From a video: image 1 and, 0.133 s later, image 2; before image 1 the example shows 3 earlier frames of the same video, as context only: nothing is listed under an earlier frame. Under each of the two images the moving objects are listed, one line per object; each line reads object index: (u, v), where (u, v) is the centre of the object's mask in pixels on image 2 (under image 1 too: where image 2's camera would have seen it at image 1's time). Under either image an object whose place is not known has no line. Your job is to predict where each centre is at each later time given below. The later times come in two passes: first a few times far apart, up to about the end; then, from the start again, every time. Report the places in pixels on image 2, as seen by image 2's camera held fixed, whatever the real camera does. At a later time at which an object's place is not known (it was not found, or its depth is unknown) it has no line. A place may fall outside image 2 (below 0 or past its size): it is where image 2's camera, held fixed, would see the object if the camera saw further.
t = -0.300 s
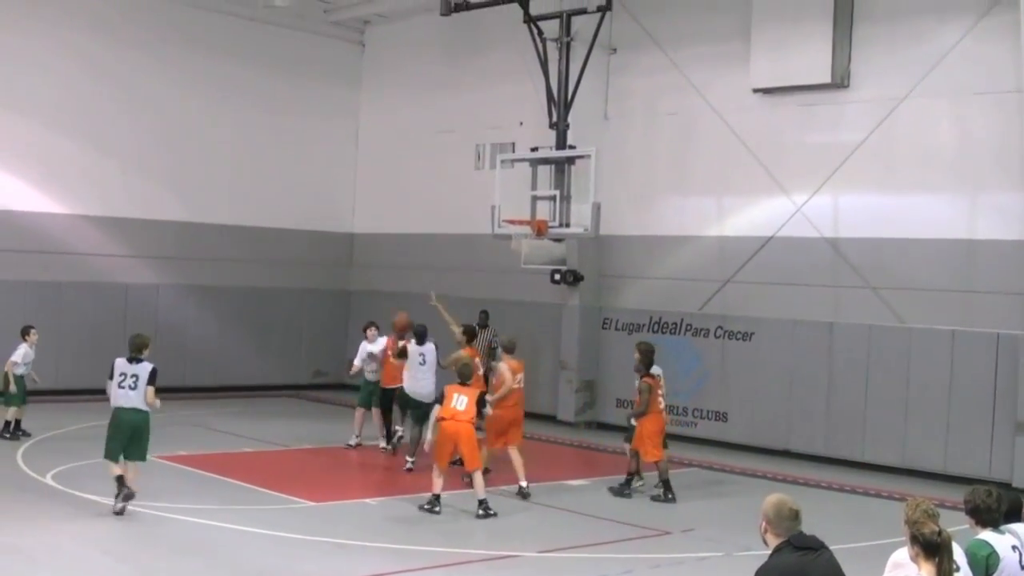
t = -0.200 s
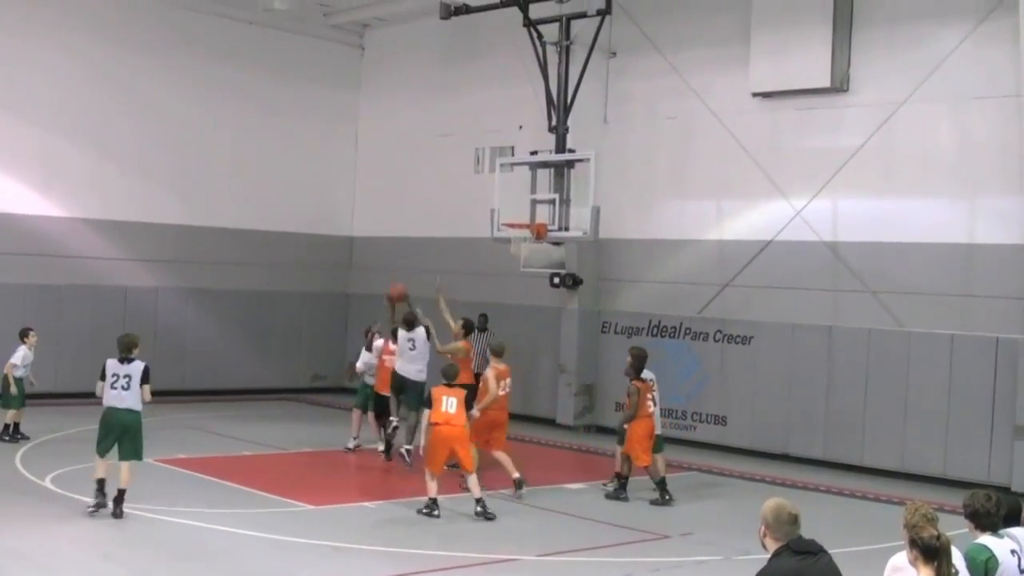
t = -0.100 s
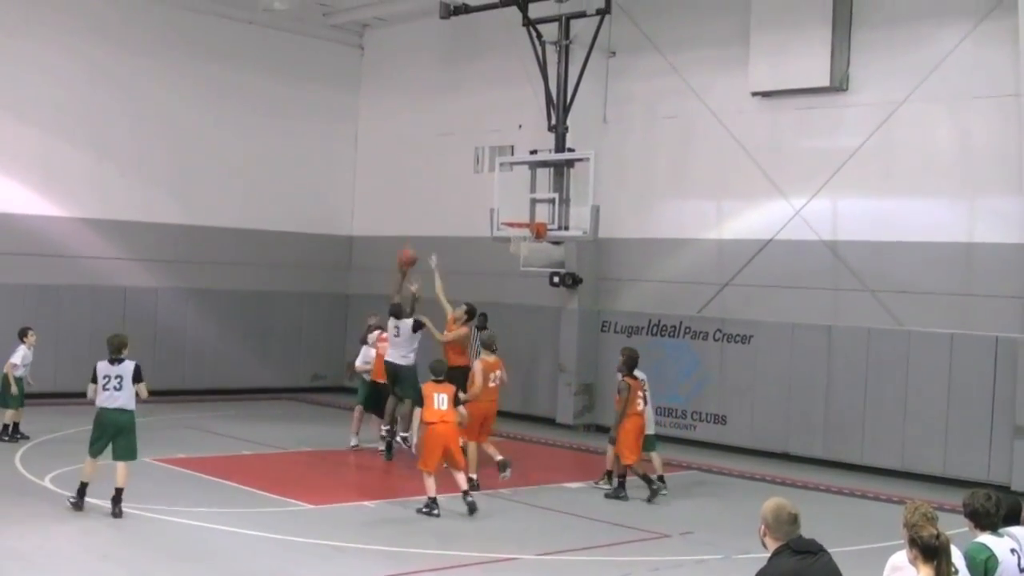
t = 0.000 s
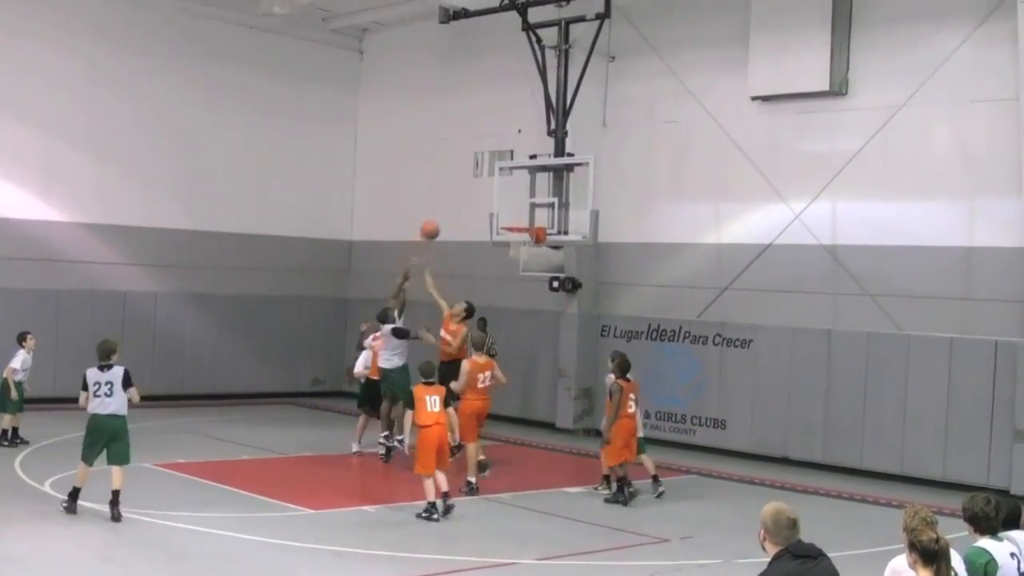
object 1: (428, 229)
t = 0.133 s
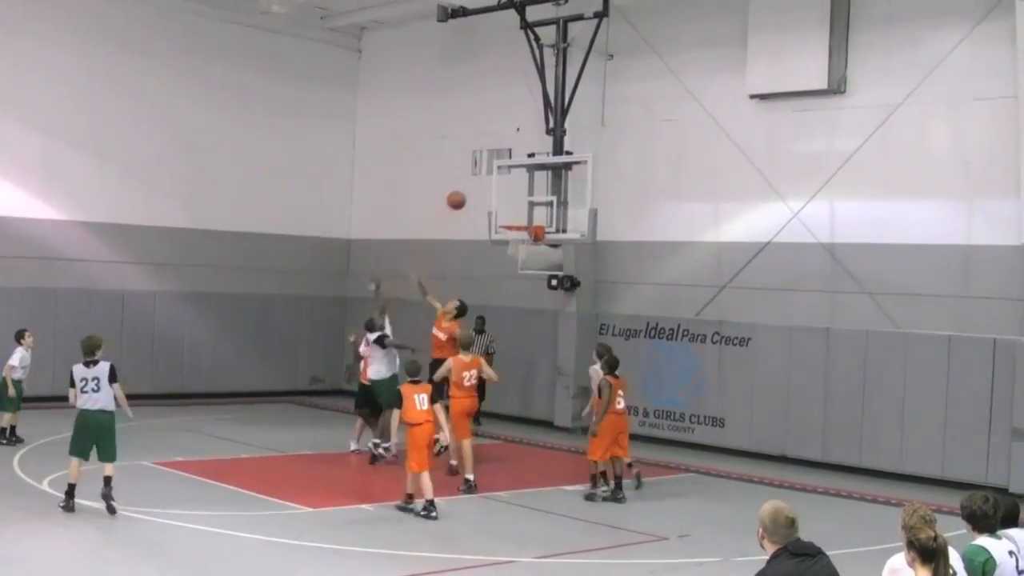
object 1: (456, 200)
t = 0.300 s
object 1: (488, 186)
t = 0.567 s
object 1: (535, 205)
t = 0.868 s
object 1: (511, 249)
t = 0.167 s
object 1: (463, 195)
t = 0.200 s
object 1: (469, 192)
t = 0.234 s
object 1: (476, 189)
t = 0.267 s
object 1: (482, 187)
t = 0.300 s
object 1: (488, 186)
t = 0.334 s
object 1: (495, 185)
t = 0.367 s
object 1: (501, 185)
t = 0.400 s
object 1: (507, 186)
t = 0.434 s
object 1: (513, 188)
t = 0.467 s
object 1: (519, 192)
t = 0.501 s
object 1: (525, 195)
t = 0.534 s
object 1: (531, 200)
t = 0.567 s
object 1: (535, 205)
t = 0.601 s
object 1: (529, 209)
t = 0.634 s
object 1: (525, 213)
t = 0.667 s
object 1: (520, 219)
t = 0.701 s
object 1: (514, 227)
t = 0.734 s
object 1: (510, 232)
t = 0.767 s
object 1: (510, 238)
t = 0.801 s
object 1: (510, 241)
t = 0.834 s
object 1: (511, 245)
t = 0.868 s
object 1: (511, 249)
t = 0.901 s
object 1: (511, 253)
